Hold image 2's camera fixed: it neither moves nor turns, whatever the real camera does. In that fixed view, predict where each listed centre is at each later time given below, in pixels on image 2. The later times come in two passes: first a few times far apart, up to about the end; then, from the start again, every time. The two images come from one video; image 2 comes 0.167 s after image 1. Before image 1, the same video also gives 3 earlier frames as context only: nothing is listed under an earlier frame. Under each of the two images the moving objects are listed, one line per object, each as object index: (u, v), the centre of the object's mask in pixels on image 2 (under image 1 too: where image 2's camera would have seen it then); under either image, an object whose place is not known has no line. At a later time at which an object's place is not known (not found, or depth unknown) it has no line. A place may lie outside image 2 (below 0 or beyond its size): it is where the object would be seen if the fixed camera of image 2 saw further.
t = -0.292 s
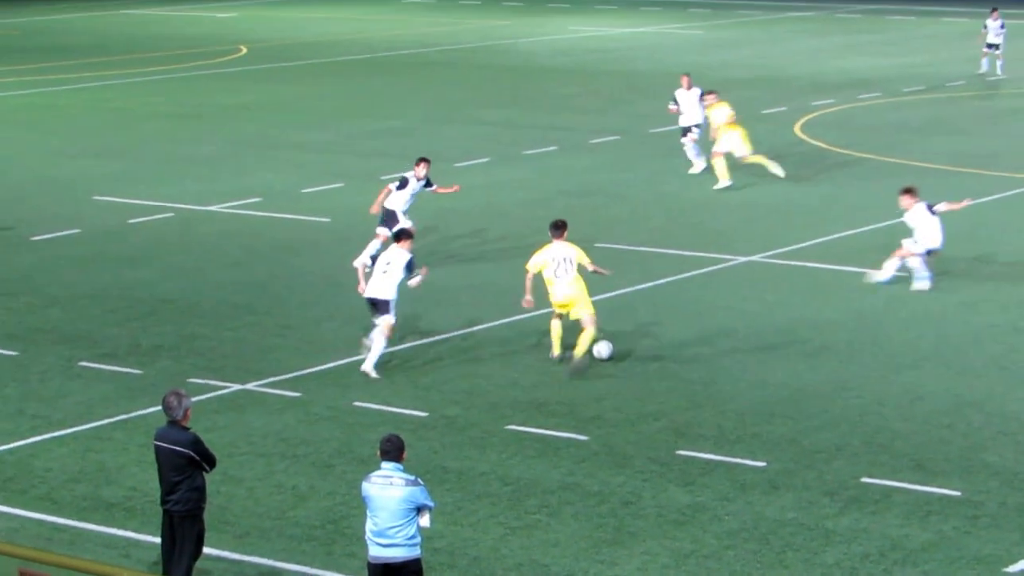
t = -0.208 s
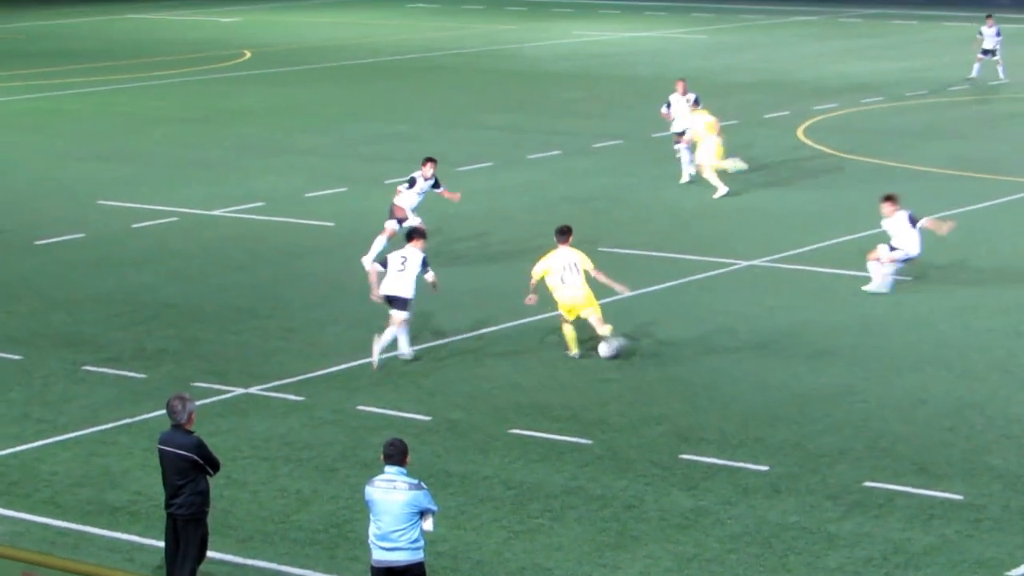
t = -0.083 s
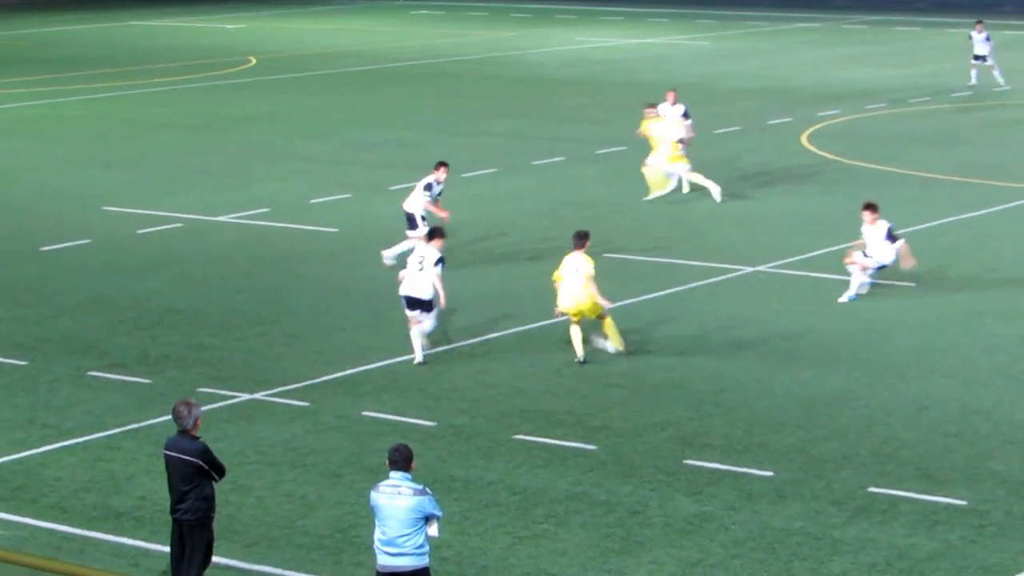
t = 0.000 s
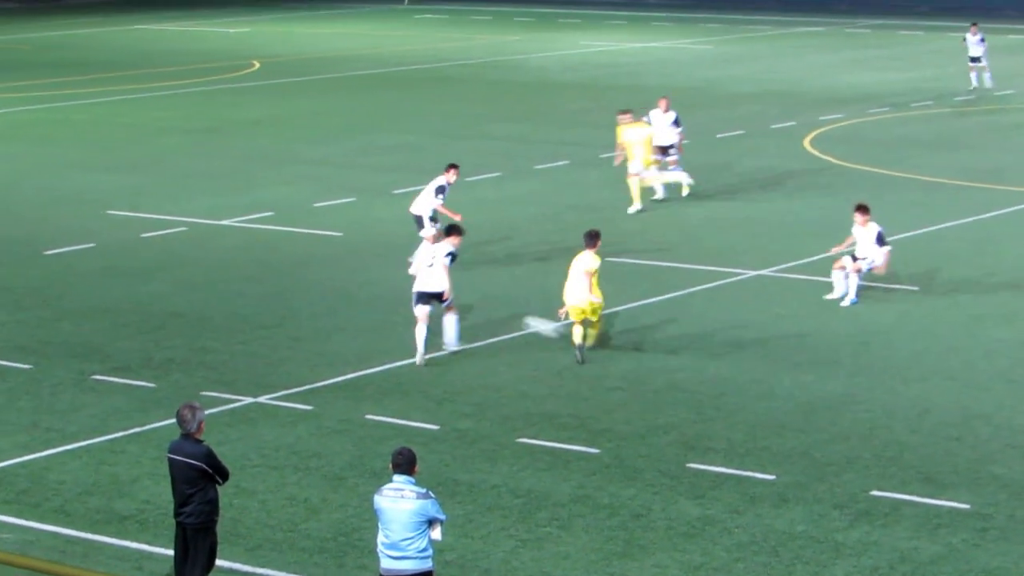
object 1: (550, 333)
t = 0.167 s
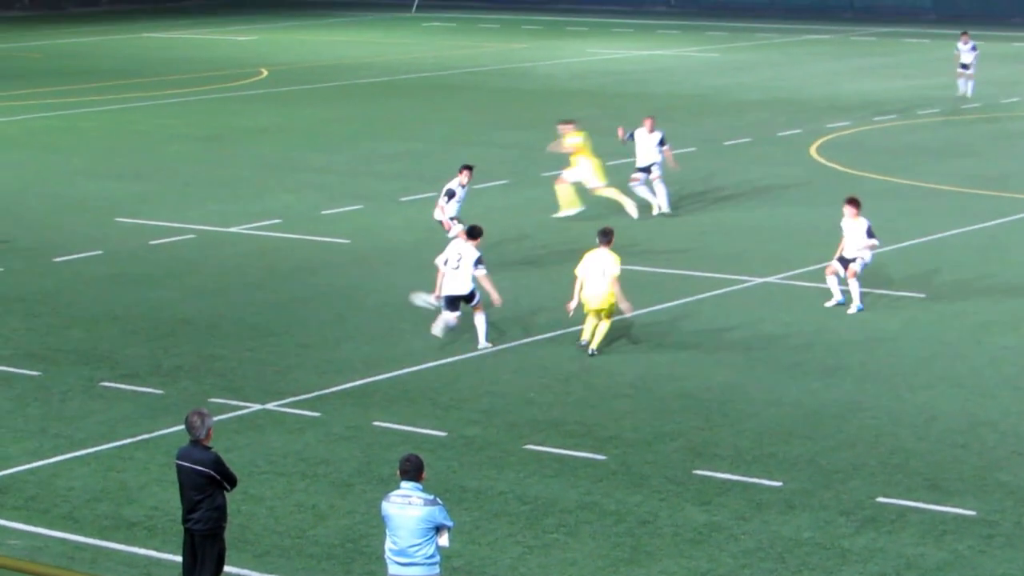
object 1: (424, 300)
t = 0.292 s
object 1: (350, 280)
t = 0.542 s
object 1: (228, 249)
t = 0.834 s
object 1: (123, 223)
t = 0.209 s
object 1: (400, 294)
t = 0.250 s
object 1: (375, 286)
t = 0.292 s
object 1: (350, 280)
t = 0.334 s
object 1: (328, 274)
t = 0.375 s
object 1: (305, 269)
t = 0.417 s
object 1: (285, 263)
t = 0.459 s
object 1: (265, 258)
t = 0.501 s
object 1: (247, 254)
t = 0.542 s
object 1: (228, 249)
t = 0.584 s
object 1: (211, 244)
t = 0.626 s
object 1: (194, 241)
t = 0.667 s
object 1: (178, 236)
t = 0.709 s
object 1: (164, 232)
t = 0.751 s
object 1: (150, 229)
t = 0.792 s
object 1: (135, 227)
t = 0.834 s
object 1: (123, 223)
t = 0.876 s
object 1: (111, 219)
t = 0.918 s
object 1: (100, 217)
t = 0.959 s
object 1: (88, 215)
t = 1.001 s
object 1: (78, 211)
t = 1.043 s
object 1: (69, 208)
